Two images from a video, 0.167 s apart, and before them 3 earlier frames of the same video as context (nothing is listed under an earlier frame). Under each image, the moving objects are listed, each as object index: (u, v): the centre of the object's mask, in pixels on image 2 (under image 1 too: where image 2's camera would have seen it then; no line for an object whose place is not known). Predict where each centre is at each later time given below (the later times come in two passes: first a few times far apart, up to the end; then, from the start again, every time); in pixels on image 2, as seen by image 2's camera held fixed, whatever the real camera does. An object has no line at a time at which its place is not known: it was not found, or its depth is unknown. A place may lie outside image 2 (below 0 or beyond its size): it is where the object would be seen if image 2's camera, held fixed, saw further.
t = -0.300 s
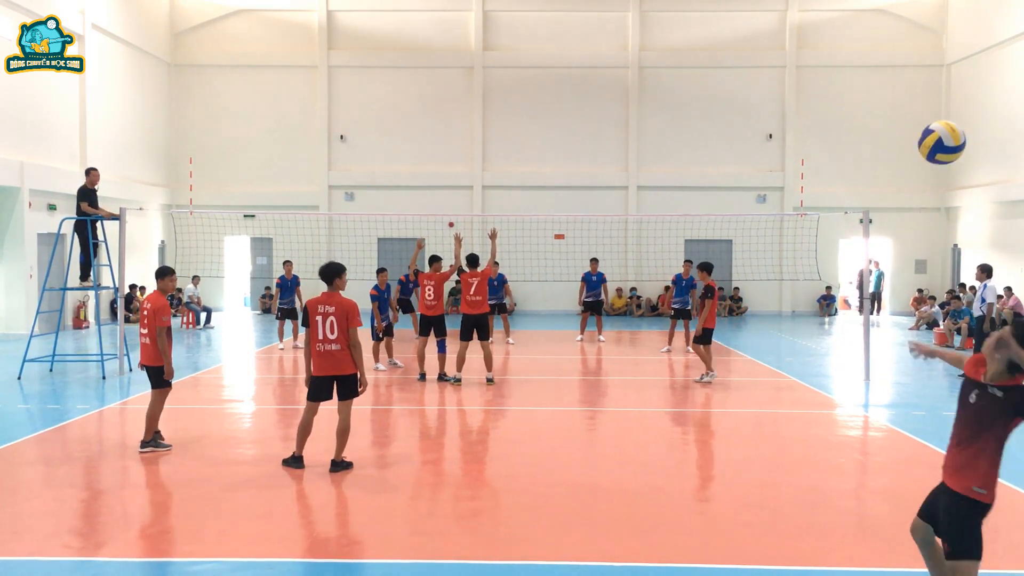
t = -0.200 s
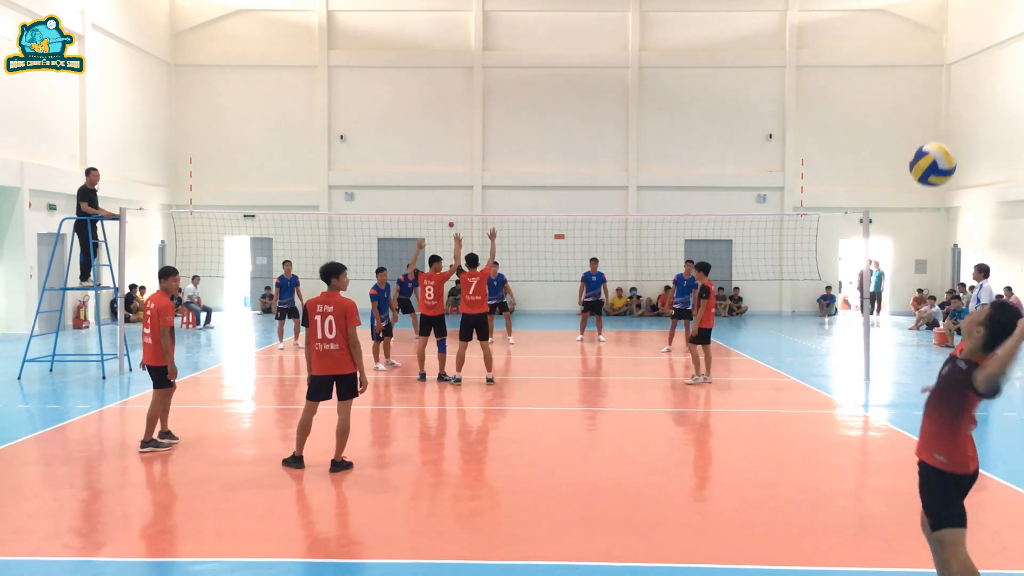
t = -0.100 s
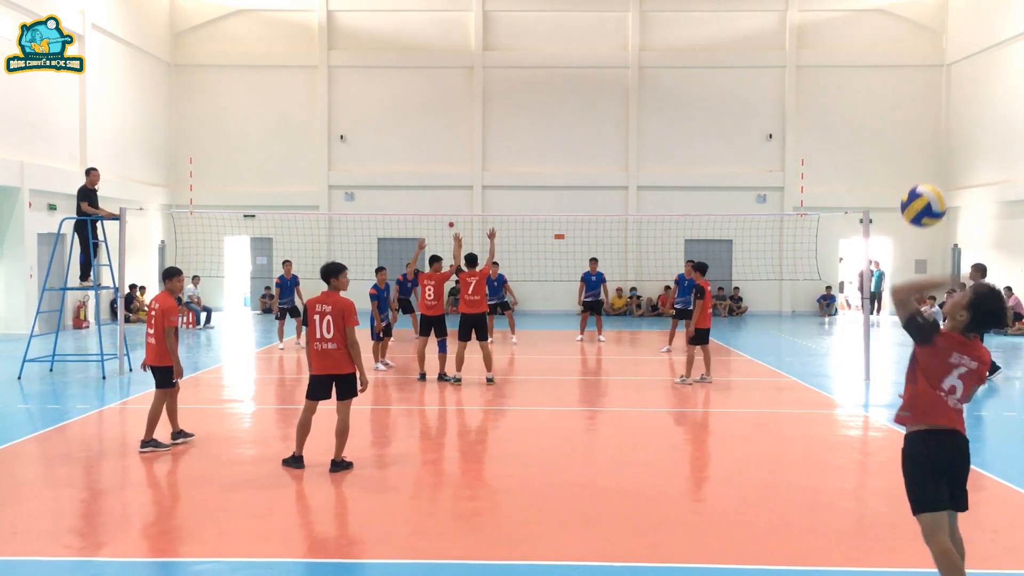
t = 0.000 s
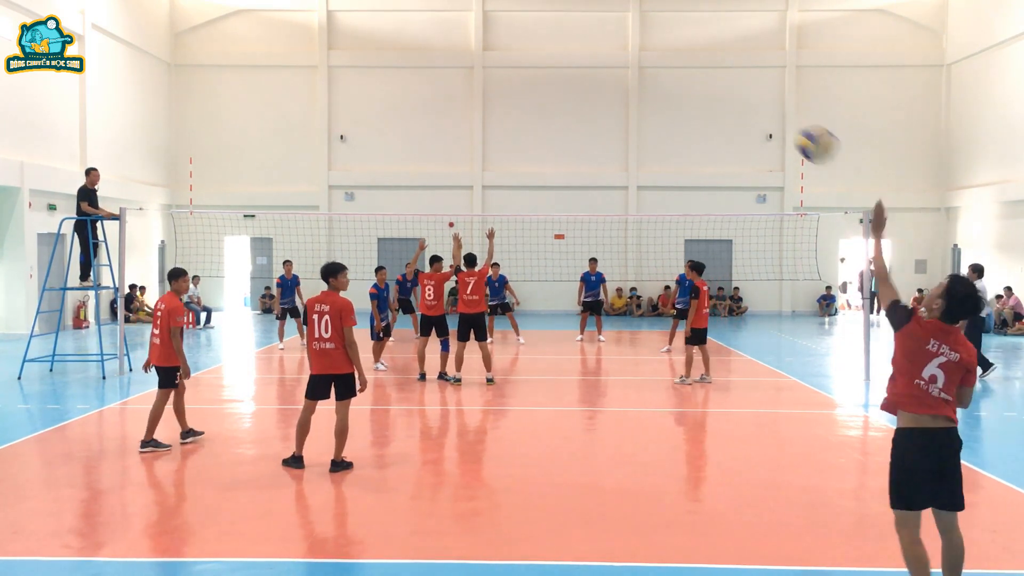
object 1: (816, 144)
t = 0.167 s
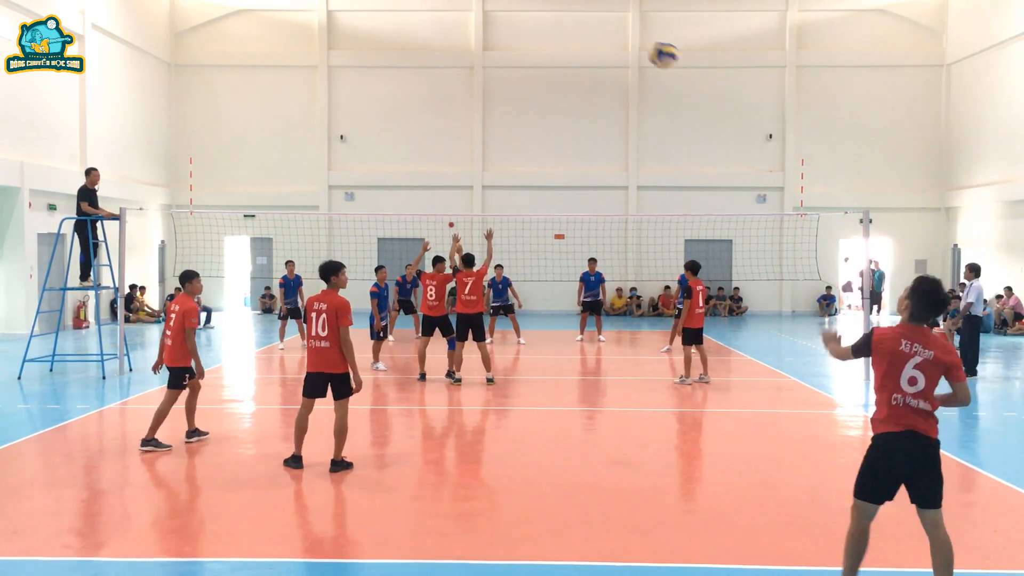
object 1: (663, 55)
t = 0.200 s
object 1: (642, 48)
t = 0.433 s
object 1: (536, 45)
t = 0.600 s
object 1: (489, 73)
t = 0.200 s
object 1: (642, 48)
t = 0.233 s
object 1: (622, 43)
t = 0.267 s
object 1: (605, 39)
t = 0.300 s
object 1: (588, 38)
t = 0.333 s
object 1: (573, 37)
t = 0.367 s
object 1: (560, 38)
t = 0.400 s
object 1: (547, 41)
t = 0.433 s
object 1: (536, 45)
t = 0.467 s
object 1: (525, 49)
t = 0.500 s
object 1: (515, 54)
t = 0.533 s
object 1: (505, 59)
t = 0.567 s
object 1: (497, 66)
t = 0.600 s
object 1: (489, 73)
